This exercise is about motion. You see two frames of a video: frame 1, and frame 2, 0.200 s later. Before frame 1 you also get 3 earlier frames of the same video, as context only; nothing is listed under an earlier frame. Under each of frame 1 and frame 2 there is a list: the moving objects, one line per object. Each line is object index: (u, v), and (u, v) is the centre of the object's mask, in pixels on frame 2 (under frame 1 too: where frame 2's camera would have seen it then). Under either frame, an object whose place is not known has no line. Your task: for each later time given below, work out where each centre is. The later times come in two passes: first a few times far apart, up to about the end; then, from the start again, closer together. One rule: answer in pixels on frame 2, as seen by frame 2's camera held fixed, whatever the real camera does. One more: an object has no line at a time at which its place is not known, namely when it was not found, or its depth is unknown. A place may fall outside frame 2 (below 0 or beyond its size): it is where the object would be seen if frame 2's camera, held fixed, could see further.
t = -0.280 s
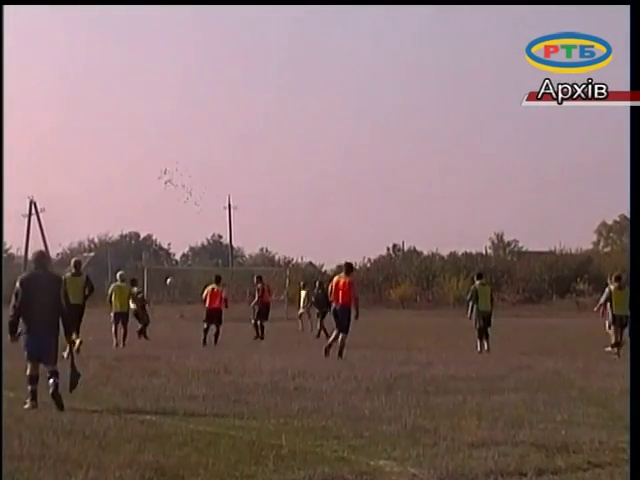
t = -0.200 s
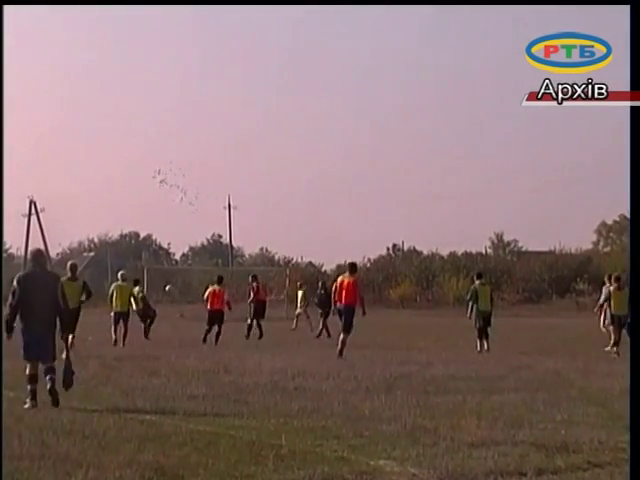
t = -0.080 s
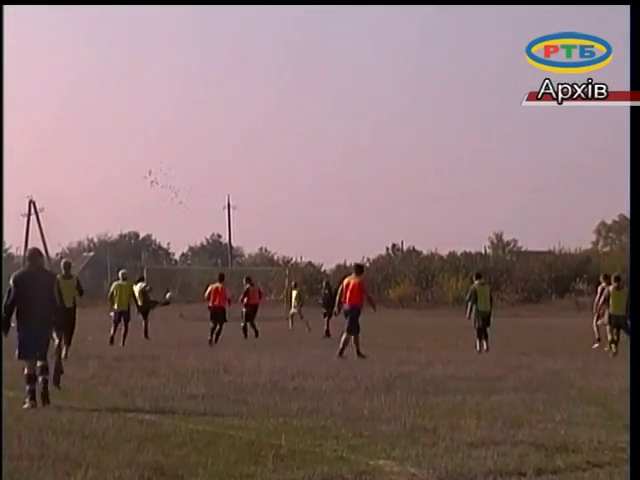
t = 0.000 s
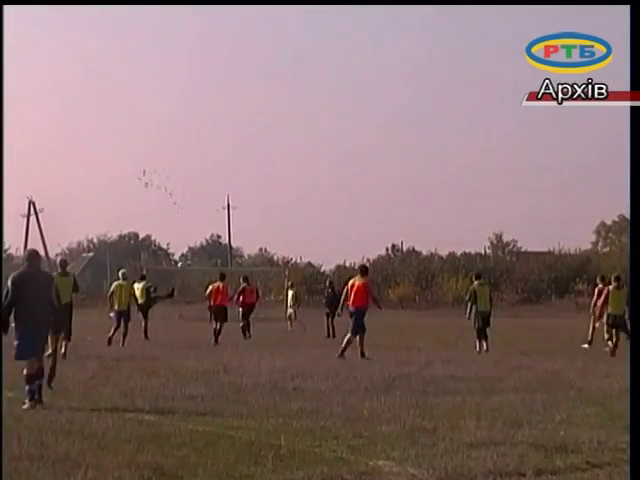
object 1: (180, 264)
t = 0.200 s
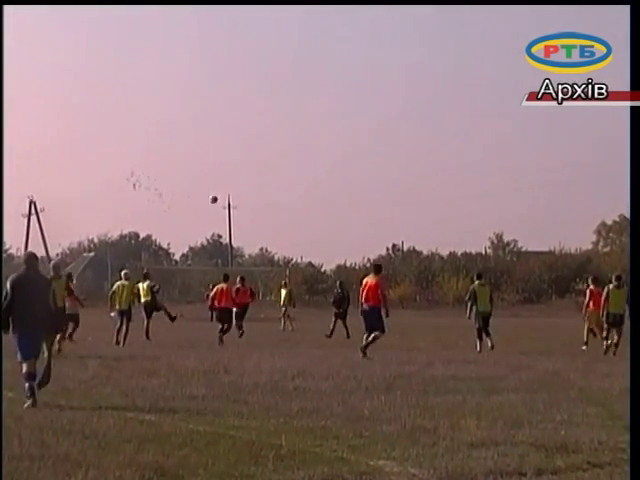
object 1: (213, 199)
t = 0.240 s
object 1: (219, 188)
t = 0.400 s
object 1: (245, 149)
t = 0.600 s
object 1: (278, 116)
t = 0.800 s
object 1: (310, 98)
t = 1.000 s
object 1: (345, 99)
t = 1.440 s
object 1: (420, 160)
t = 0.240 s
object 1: (219, 188)
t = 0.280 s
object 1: (225, 177)
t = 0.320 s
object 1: (232, 167)
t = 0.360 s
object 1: (238, 158)
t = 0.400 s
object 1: (245, 149)
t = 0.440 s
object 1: (251, 141)
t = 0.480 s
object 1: (258, 133)
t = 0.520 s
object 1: (264, 127)
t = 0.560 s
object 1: (271, 121)
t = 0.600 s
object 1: (278, 116)
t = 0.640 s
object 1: (284, 111)
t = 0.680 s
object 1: (291, 107)
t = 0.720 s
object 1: (298, 104)
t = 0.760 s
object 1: (304, 100)
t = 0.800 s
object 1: (310, 98)
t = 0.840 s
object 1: (318, 97)
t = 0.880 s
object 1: (324, 97)
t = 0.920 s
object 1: (331, 97)
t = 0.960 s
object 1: (338, 98)
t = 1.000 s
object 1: (345, 99)
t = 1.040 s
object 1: (352, 101)
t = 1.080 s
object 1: (358, 104)
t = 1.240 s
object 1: (385, 122)
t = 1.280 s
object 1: (392, 129)
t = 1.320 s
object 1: (399, 135)
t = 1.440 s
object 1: (420, 160)
